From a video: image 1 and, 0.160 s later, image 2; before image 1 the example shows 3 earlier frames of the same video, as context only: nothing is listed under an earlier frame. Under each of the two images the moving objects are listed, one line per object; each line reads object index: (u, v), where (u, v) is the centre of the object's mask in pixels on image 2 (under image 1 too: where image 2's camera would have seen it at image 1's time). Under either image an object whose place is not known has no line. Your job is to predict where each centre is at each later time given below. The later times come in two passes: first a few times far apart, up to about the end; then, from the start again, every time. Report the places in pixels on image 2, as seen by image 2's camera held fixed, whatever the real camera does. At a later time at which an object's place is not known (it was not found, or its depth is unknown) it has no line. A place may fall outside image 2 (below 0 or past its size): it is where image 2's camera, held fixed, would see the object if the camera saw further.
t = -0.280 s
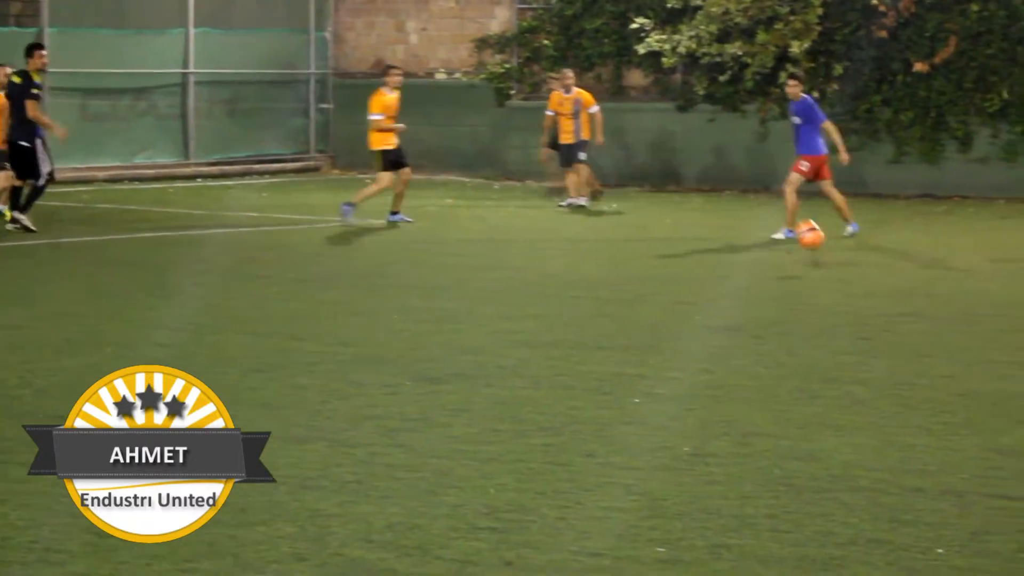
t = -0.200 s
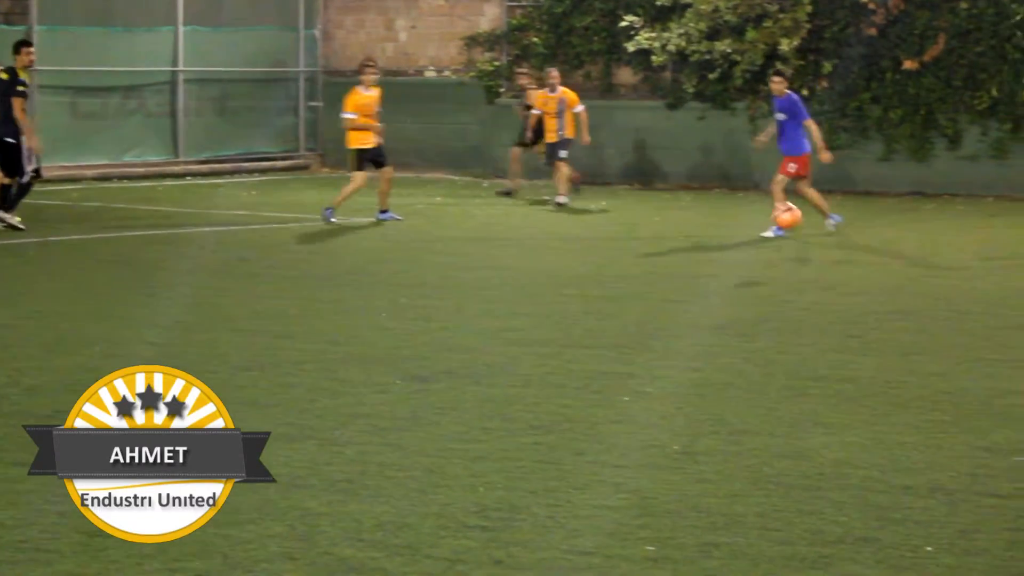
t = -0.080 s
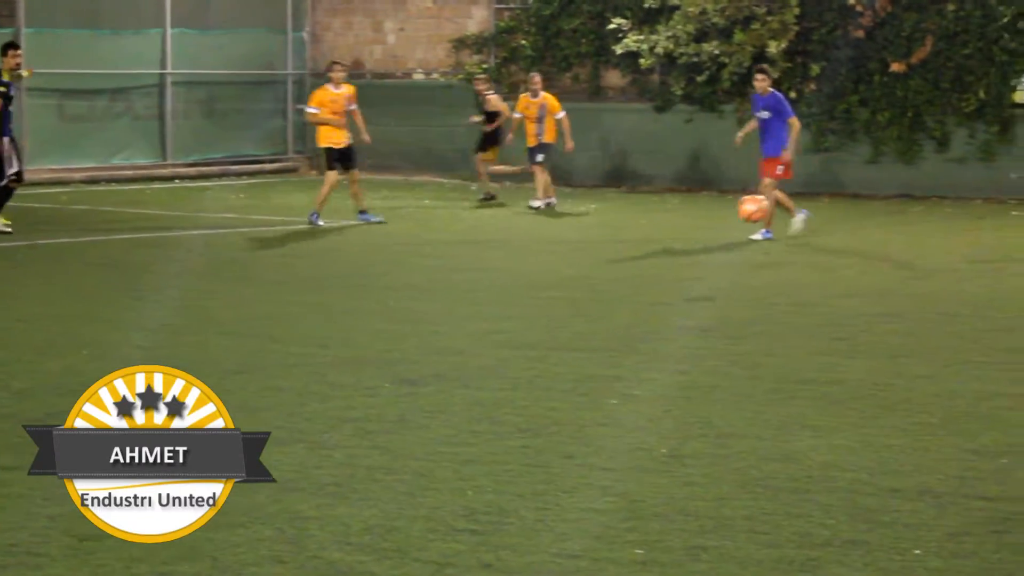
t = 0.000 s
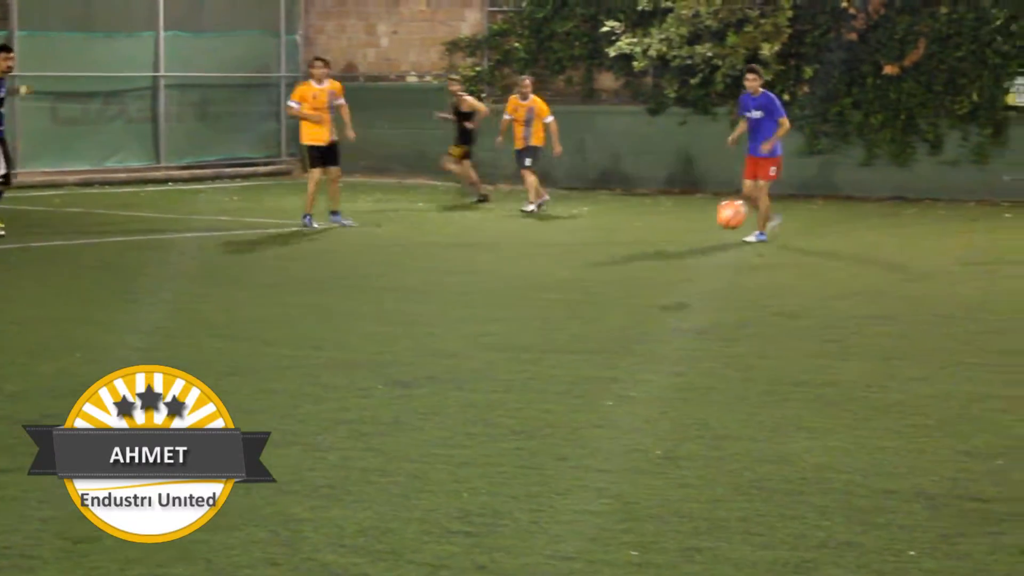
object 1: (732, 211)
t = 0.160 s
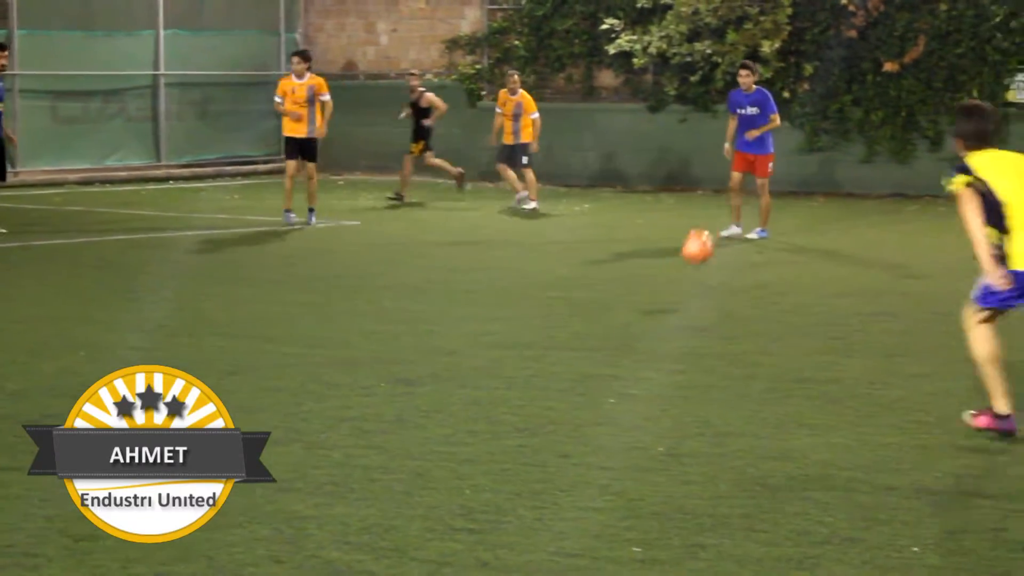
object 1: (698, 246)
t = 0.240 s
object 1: (680, 281)
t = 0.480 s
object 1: (615, 261)
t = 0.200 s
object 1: (688, 262)
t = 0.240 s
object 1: (680, 281)
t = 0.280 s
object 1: (668, 292)
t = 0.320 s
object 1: (659, 281)
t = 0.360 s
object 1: (648, 272)
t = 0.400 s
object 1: (637, 267)
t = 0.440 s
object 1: (627, 263)
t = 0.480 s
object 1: (615, 261)
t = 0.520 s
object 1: (603, 262)
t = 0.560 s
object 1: (591, 265)
